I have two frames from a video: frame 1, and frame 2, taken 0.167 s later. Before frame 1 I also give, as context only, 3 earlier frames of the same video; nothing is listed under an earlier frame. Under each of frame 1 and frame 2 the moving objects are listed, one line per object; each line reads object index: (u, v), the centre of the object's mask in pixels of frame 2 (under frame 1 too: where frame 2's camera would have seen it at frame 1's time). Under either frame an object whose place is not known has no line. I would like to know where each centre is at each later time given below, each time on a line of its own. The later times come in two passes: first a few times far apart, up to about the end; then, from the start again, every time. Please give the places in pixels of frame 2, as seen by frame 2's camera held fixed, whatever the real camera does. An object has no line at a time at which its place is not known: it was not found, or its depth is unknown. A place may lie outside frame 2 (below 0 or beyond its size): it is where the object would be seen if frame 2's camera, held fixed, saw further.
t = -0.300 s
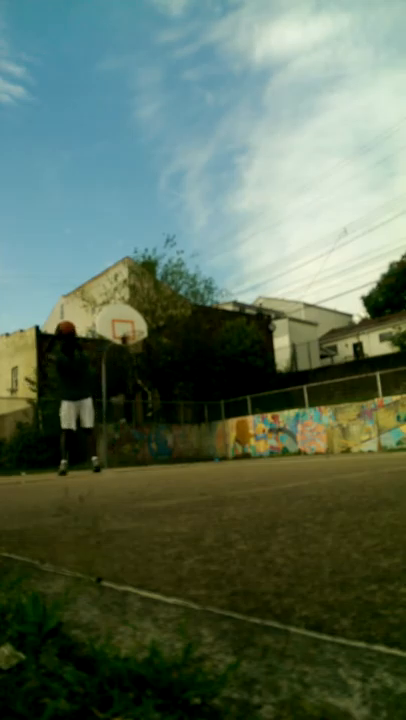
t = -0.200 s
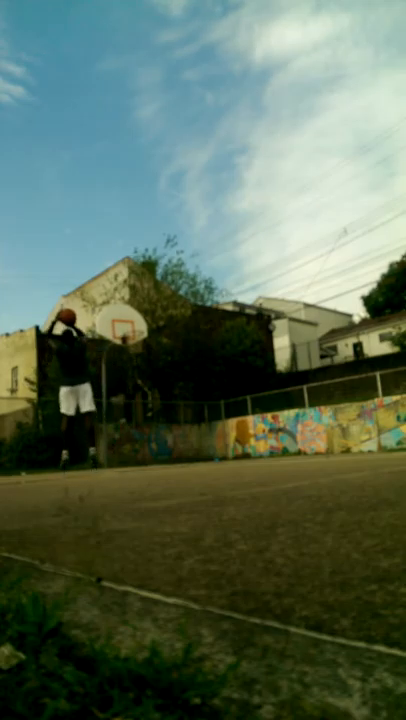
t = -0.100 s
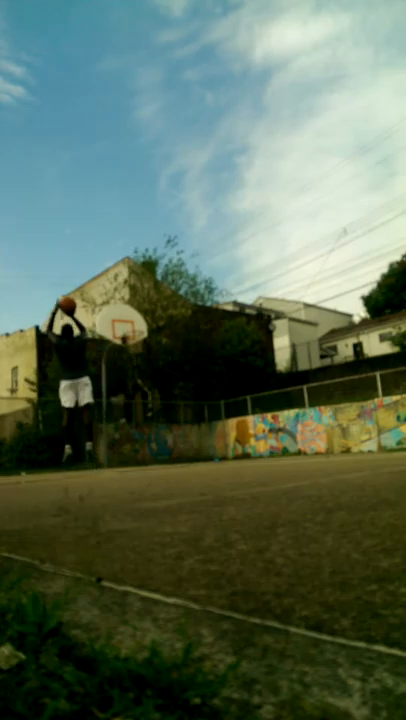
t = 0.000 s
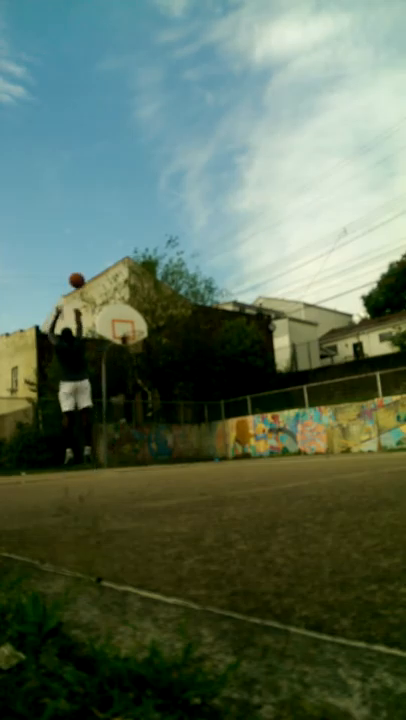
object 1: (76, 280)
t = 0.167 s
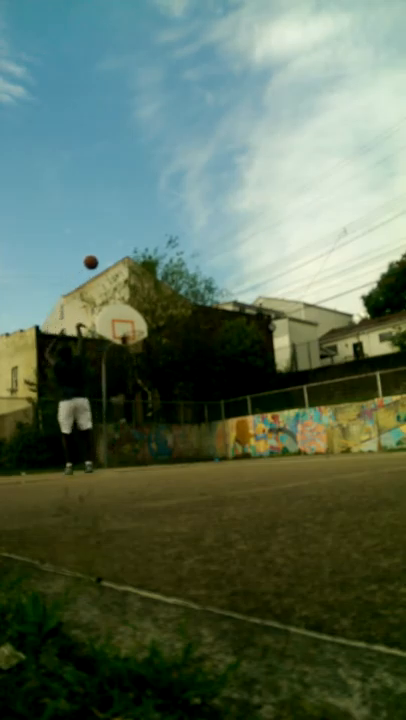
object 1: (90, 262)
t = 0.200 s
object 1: (93, 260)
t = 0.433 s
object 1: (109, 265)
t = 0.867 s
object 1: (135, 326)
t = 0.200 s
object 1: (93, 260)
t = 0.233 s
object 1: (96, 259)
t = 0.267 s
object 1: (98, 258)
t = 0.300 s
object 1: (100, 259)
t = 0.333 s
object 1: (103, 260)
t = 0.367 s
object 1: (105, 261)
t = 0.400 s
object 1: (107, 262)
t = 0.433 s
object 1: (109, 265)
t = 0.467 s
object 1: (112, 267)
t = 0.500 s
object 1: (113, 270)
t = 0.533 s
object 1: (115, 273)
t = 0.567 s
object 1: (118, 277)
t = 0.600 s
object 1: (120, 281)
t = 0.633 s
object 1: (122, 285)
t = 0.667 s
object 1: (124, 290)
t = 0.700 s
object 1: (126, 295)
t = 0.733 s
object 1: (127, 300)
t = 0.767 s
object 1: (129, 306)
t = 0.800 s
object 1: (131, 312)
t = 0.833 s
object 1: (133, 319)
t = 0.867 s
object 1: (135, 326)
